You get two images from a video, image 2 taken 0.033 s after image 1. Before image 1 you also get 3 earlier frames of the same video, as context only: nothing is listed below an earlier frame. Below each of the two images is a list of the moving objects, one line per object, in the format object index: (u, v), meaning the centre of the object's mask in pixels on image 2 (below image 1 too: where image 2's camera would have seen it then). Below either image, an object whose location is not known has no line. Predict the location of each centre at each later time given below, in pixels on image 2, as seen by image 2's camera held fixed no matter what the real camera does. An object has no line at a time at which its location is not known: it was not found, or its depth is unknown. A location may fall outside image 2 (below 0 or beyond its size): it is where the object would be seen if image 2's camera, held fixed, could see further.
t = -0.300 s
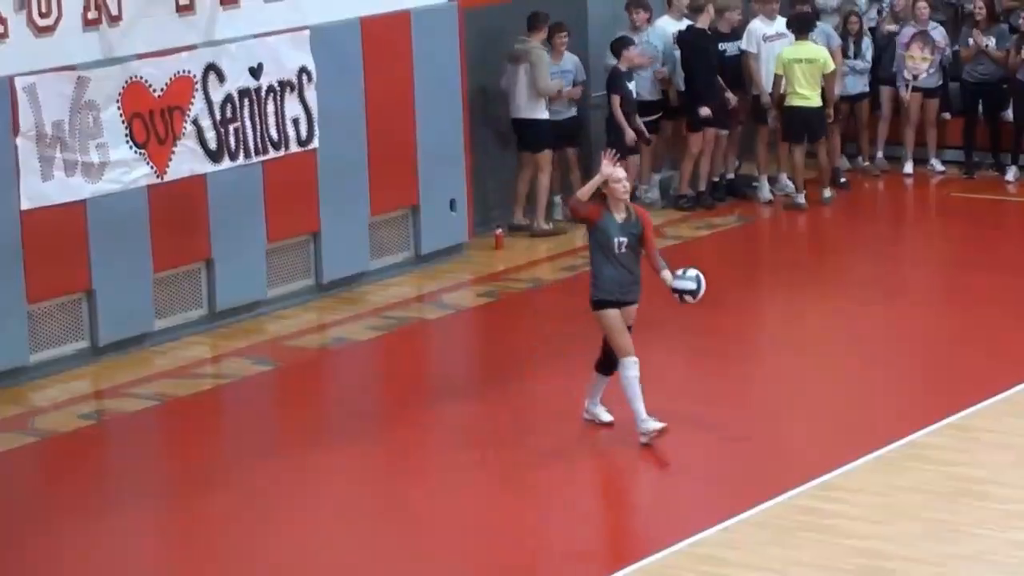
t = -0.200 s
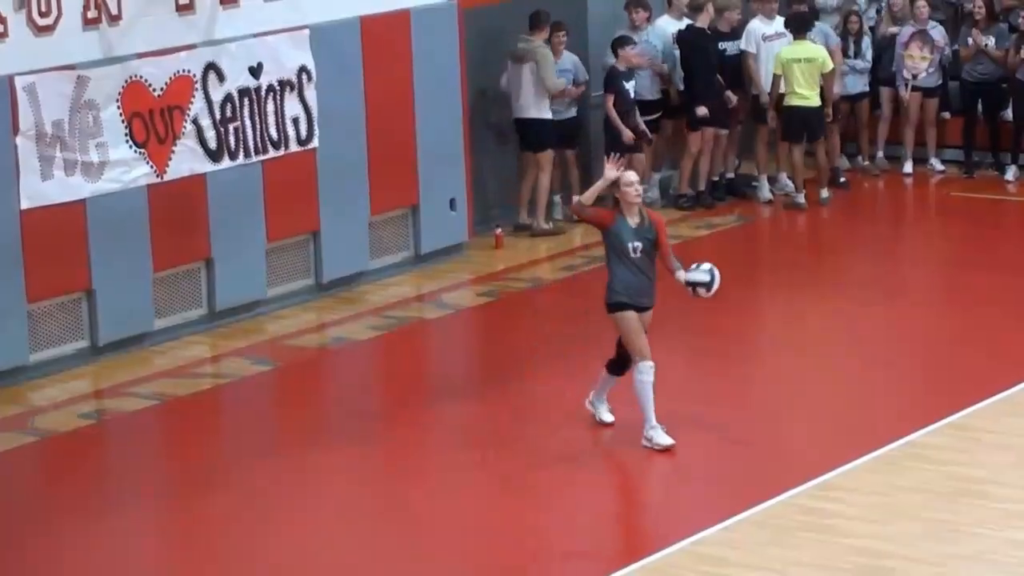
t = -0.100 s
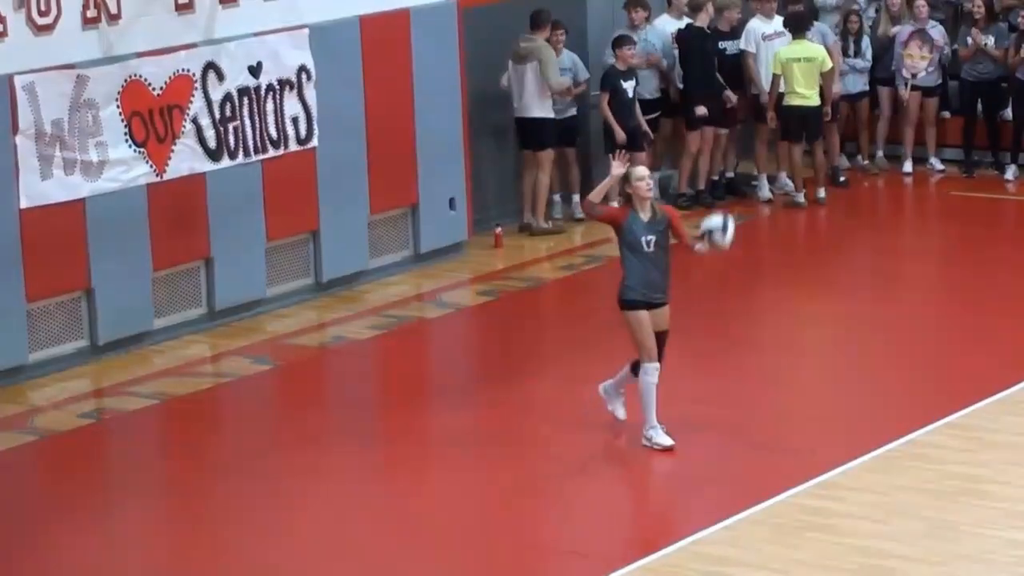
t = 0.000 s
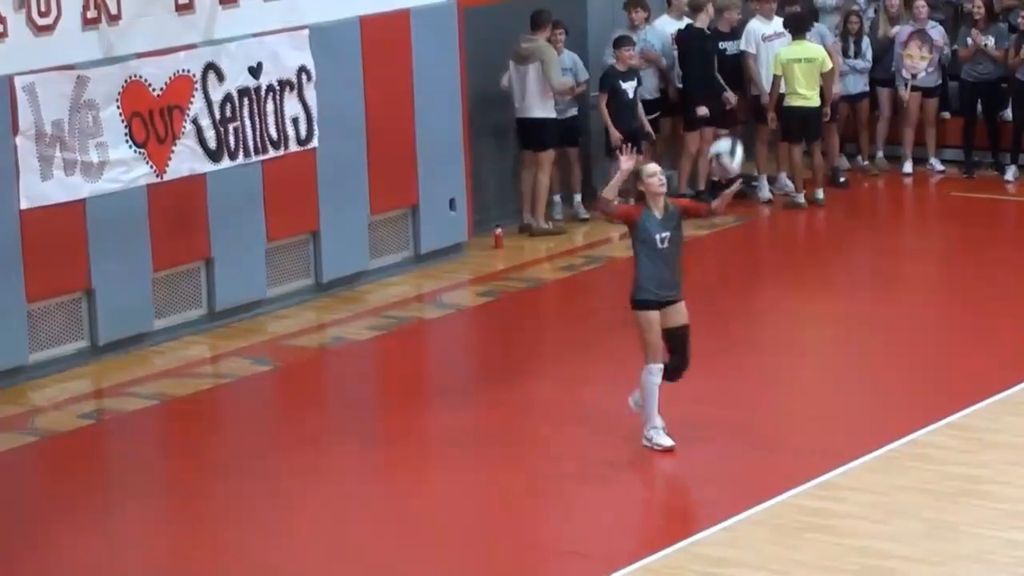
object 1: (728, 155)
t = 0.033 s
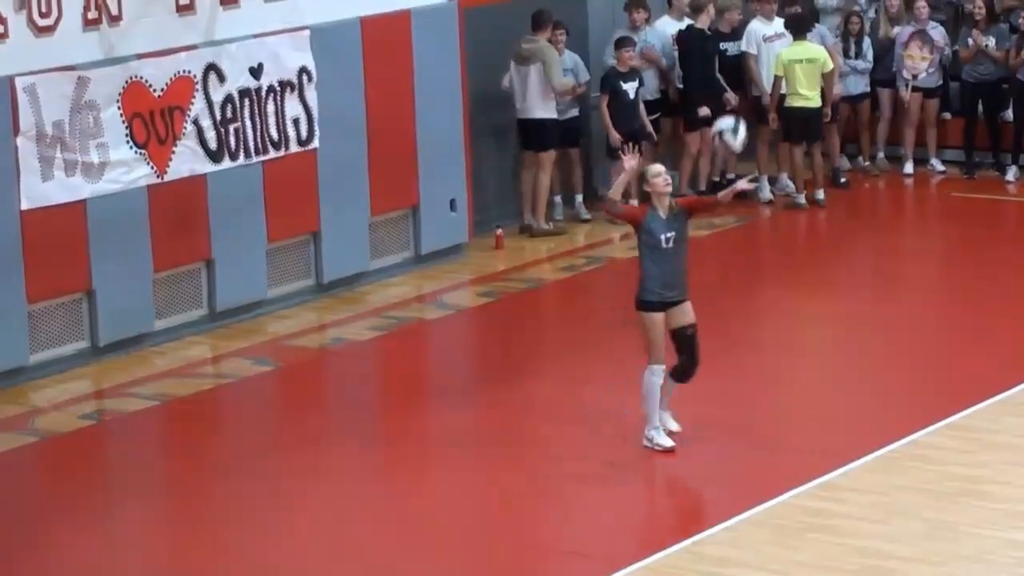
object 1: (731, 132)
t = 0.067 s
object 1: (732, 112)
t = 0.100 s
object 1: (735, 92)
